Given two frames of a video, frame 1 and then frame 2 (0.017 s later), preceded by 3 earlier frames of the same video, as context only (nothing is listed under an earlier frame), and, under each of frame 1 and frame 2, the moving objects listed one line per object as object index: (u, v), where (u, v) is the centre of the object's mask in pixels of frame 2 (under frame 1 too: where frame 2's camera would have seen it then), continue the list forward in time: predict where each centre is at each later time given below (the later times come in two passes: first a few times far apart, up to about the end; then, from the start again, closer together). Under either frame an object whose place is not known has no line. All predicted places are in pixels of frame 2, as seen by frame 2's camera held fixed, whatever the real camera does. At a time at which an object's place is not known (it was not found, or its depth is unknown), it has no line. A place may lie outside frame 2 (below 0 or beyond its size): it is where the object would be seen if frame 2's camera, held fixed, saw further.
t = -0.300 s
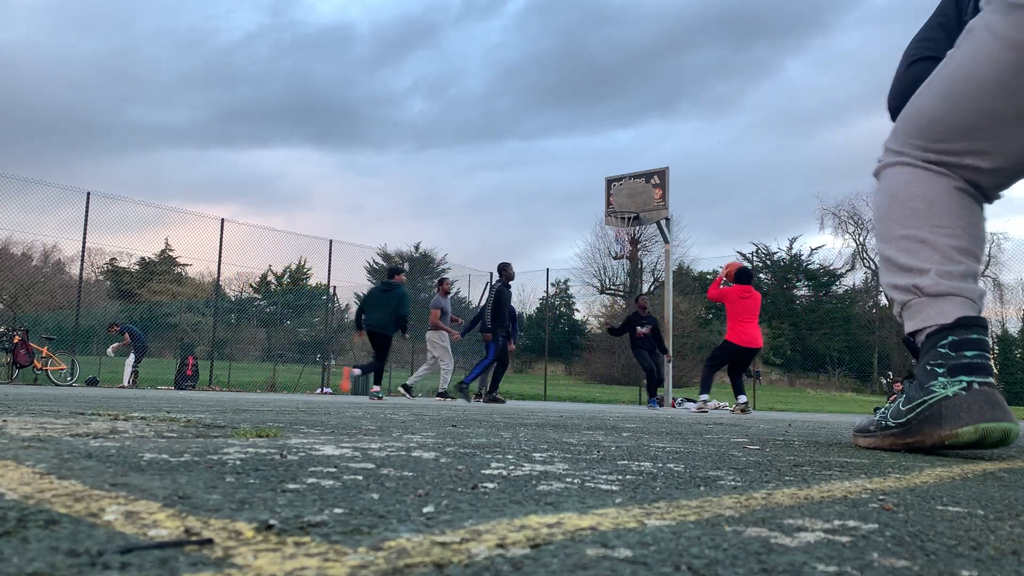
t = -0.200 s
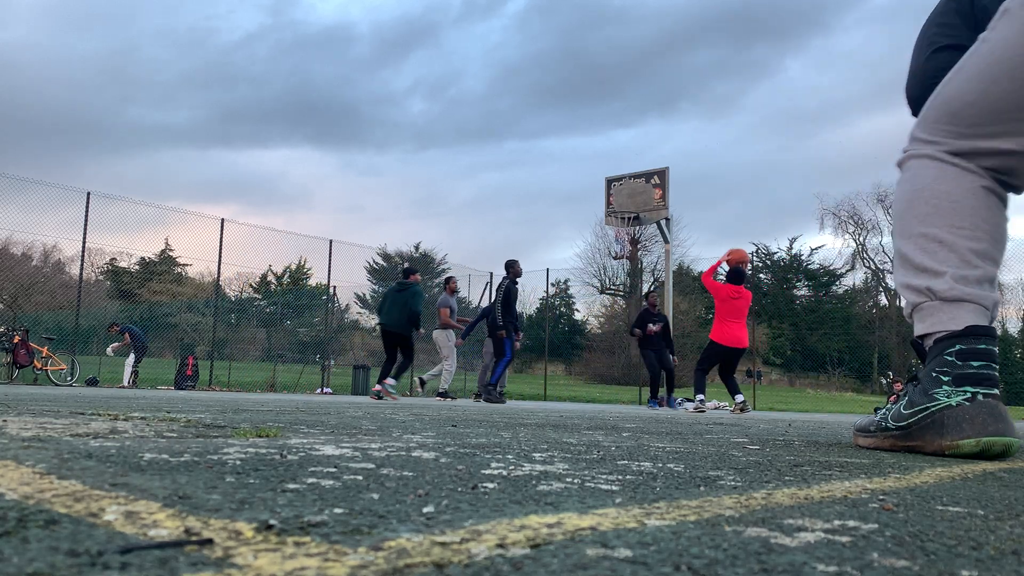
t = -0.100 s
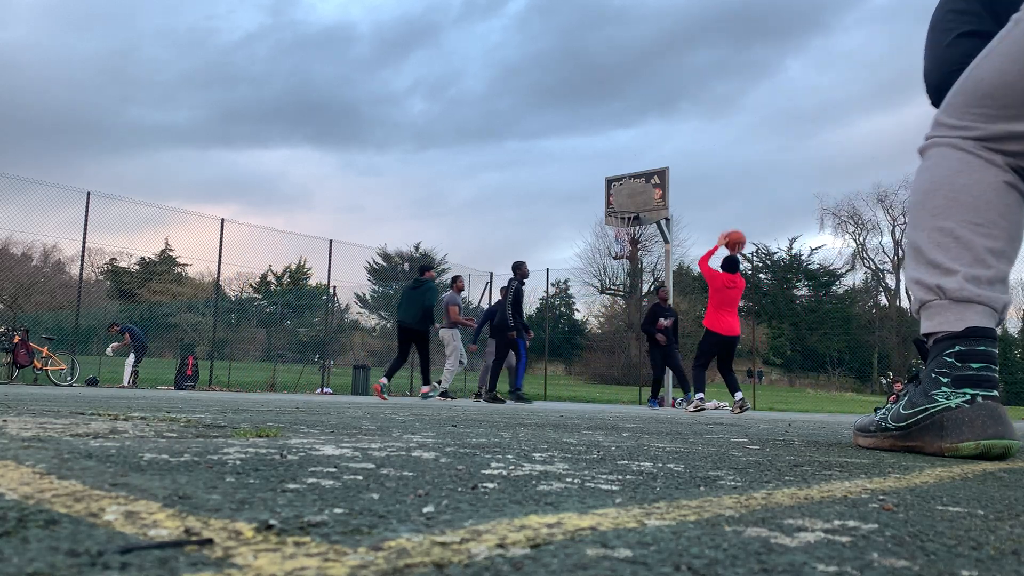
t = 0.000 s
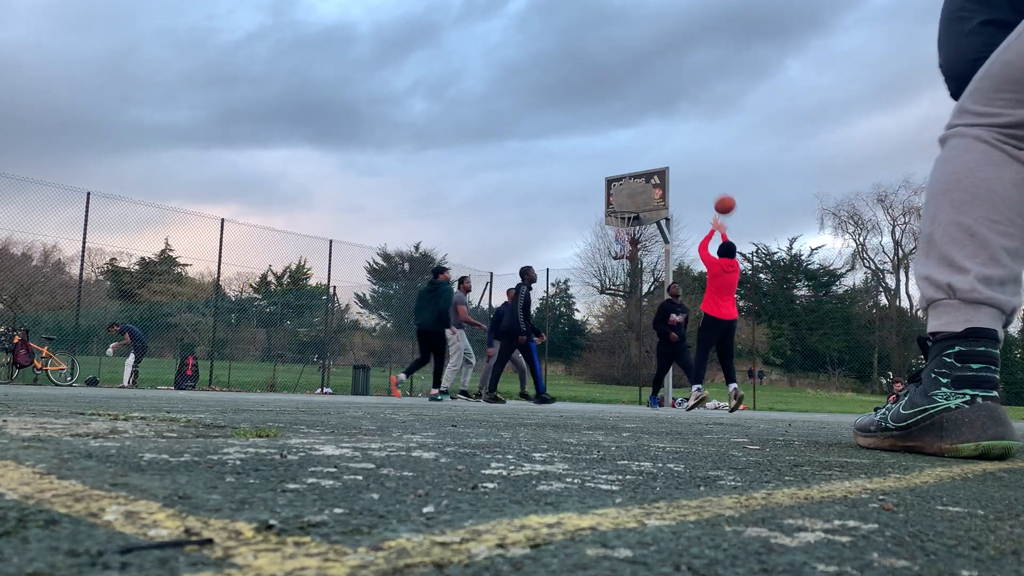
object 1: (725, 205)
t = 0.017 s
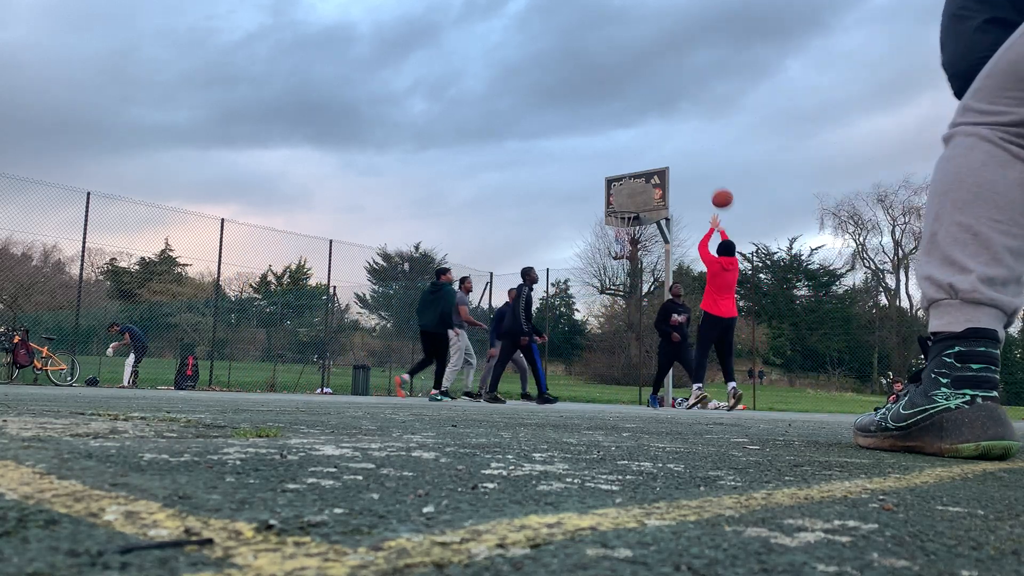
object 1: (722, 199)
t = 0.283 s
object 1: (687, 138)
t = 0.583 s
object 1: (656, 137)
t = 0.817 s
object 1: (635, 173)
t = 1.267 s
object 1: (623, 223)
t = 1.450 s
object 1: (627, 240)
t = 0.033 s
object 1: (720, 193)
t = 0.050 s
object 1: (717, 187)
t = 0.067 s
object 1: (715, 182)
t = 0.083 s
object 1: (712, 177)
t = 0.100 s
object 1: (710, 172)
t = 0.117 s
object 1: (708, 167)
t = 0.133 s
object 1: (705, 163)
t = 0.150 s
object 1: (703, 160)
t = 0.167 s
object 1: (701, 156)
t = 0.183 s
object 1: (699, 152)
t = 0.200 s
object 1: (697, 149)
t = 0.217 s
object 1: (695, 147)
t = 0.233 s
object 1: (692, 144)
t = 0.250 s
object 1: (690, 142)
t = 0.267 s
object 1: (689, 140)
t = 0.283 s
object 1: (687, 138)
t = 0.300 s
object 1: (685, 136)
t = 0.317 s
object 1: (683, 134)
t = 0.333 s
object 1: (681, 133)
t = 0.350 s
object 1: (679, 132)
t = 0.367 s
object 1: (677, 131)
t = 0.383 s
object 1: (675, 131)
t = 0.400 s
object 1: (674, 130)
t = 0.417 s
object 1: (672, 130)
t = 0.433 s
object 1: (670, 130)
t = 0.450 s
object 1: (669, 130)
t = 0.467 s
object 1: (667, 130)
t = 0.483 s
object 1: (665, 131)
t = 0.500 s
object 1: (664, 131)
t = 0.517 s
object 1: (662, 132)
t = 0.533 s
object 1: (661, 133)
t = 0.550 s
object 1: (659, 134)
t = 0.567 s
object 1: (657, 136)
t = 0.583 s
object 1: (656, 137)
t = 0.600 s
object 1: (654, 139)
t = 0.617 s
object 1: (653, 141)
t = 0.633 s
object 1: (651, 143)
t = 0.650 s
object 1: (650, 145)
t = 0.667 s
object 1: (648, 147)
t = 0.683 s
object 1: (647, 149)
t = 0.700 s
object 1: (645, 152)
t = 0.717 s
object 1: (644, 154)
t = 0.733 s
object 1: (643, 157)
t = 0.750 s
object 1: (641, 160)
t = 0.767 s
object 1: (640, 163)
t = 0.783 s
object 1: (638, 167)
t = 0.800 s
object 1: (637, 170)
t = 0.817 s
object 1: (635, 173)
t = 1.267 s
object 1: (623, 223)
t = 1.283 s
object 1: (623, 224)
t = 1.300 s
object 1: (624, 225)
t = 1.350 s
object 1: (625, 230)
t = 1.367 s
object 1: (625, 231)
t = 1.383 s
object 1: (626, 233)
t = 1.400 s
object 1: (626, 235)
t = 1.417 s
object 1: (626, 237)
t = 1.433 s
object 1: (626, 238)
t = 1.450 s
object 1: (627, 240)
